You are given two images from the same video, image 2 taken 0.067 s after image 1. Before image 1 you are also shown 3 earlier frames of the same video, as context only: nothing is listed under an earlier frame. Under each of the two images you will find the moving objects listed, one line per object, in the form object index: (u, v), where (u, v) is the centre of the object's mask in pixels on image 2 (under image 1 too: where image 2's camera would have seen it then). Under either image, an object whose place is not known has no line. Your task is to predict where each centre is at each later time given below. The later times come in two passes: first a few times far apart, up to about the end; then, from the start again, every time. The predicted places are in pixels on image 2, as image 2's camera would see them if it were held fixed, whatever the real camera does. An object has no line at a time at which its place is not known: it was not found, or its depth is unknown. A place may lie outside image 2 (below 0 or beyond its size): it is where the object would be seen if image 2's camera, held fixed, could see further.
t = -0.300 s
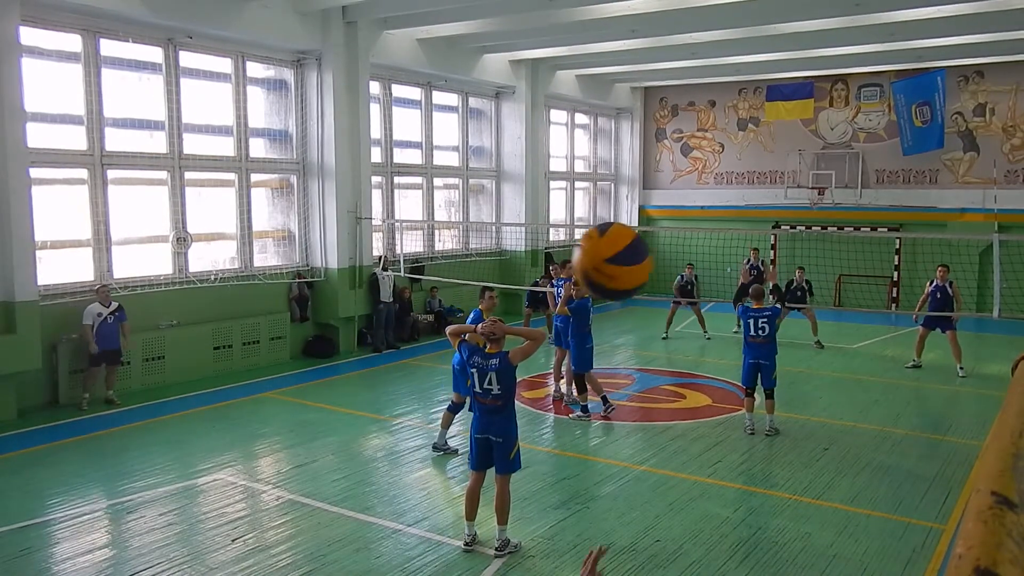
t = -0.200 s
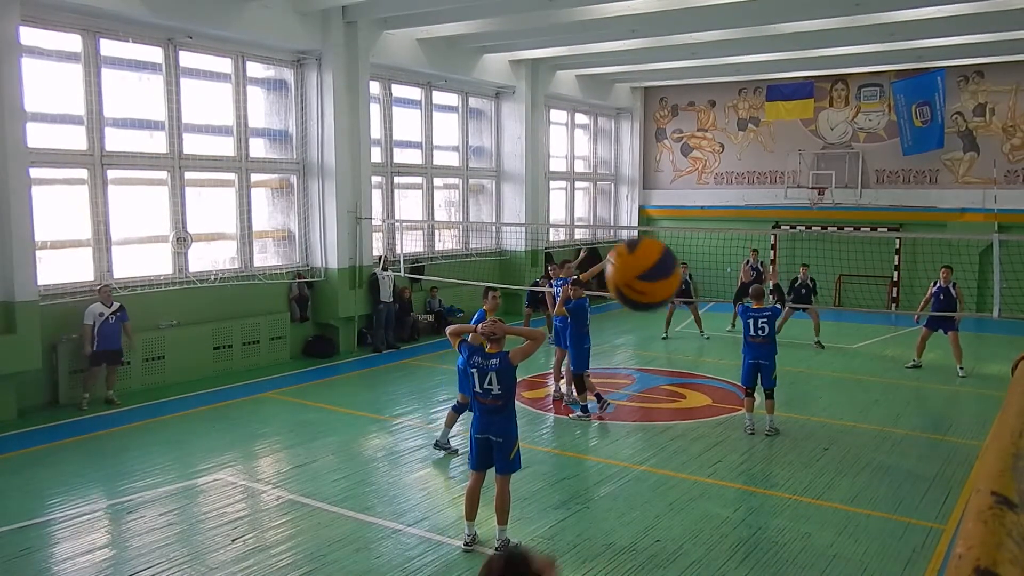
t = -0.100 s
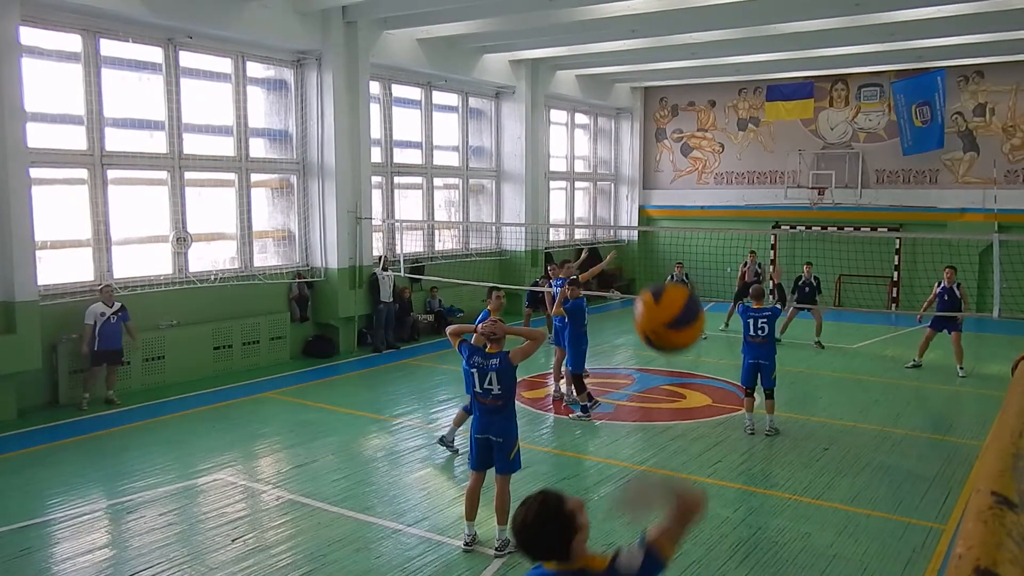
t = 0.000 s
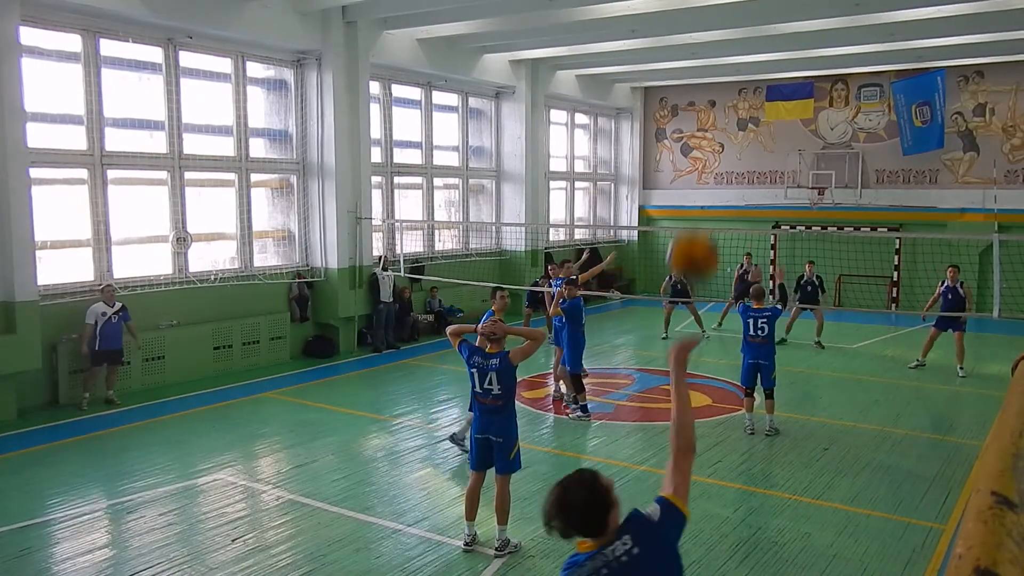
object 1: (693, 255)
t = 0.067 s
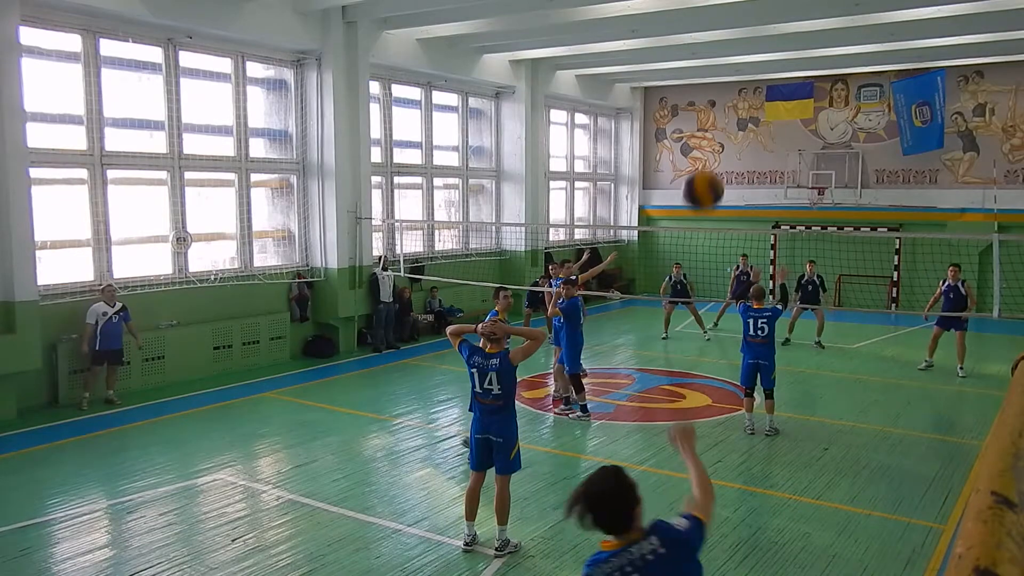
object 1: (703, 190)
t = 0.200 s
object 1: (710, 136)
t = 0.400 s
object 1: (713, 121)
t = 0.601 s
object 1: (717, 141)
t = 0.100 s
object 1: (706, 171)
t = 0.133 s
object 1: (707, 155)
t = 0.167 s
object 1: (709, 143)
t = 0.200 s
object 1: (710, 136)
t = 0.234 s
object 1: (711, 129)
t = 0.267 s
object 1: (712, 124)
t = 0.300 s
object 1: (712, 122)
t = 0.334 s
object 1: (712, 120)
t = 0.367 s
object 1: (713, 120)
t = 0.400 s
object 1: (713, 121)
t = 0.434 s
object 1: (713, 122)
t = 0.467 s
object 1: (714, 124)
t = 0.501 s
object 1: (715, 128)
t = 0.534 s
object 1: (715, 132)
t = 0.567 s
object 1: (717, 136)
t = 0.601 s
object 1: (717, 141)
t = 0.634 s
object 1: (718, 147)
